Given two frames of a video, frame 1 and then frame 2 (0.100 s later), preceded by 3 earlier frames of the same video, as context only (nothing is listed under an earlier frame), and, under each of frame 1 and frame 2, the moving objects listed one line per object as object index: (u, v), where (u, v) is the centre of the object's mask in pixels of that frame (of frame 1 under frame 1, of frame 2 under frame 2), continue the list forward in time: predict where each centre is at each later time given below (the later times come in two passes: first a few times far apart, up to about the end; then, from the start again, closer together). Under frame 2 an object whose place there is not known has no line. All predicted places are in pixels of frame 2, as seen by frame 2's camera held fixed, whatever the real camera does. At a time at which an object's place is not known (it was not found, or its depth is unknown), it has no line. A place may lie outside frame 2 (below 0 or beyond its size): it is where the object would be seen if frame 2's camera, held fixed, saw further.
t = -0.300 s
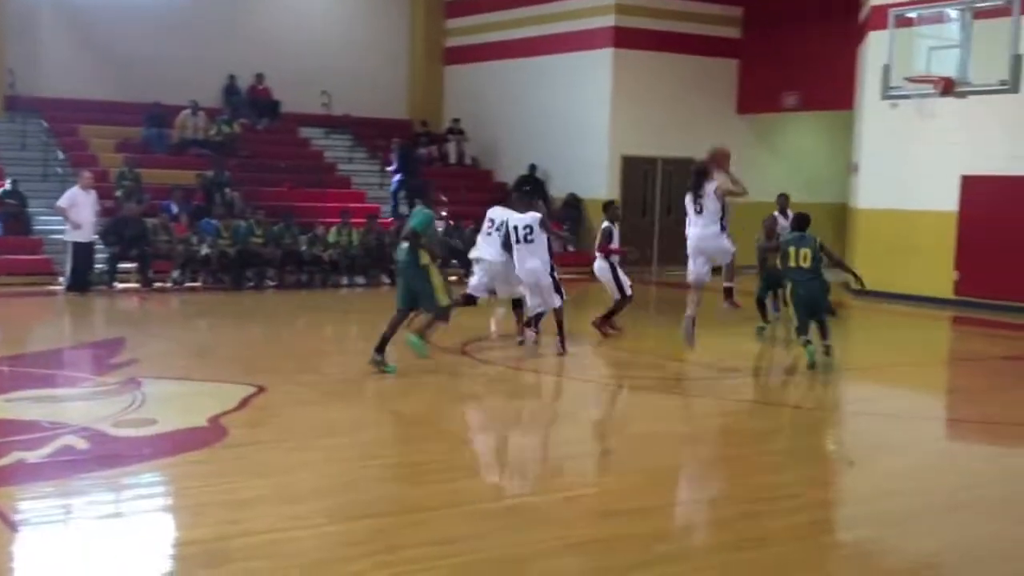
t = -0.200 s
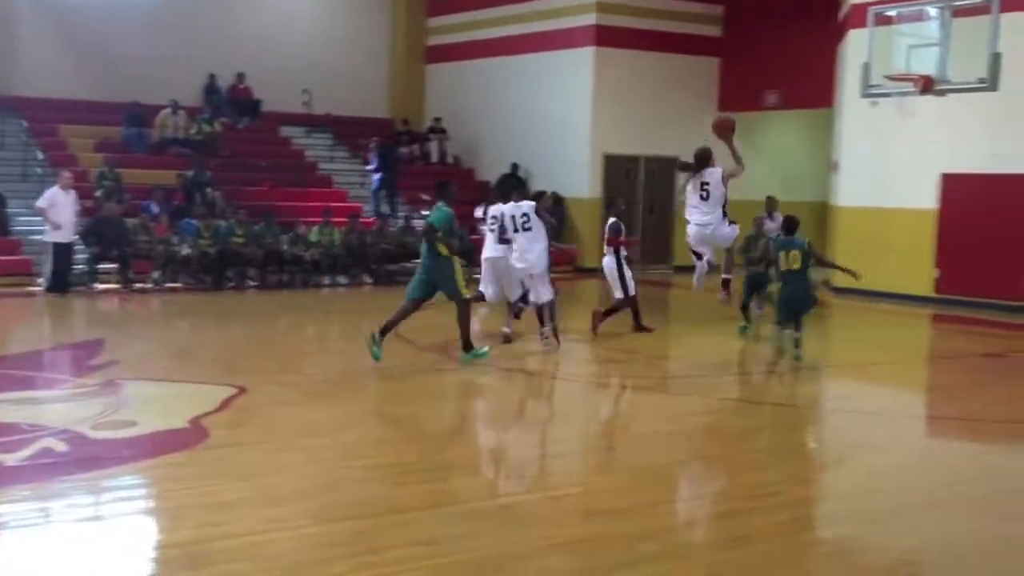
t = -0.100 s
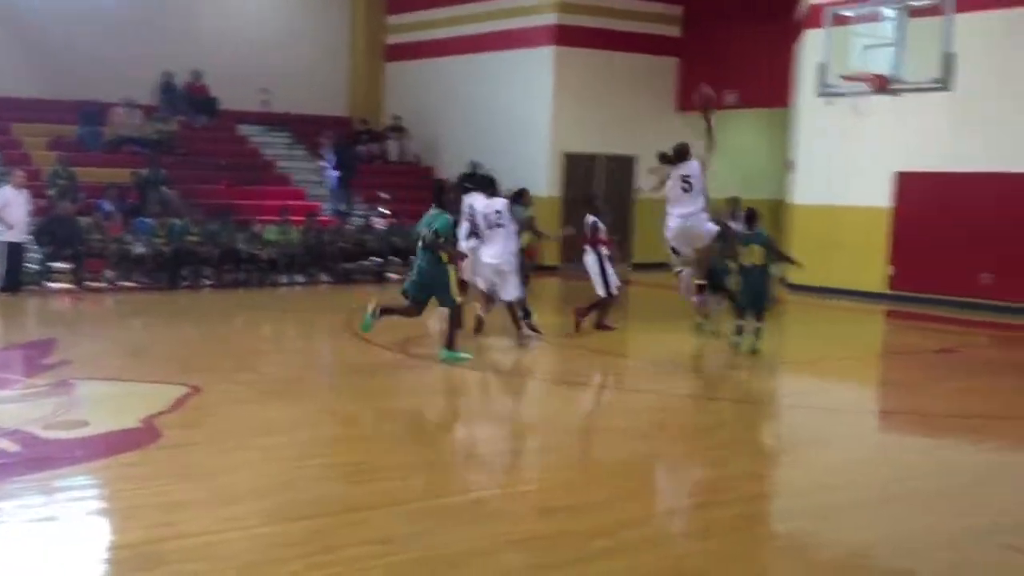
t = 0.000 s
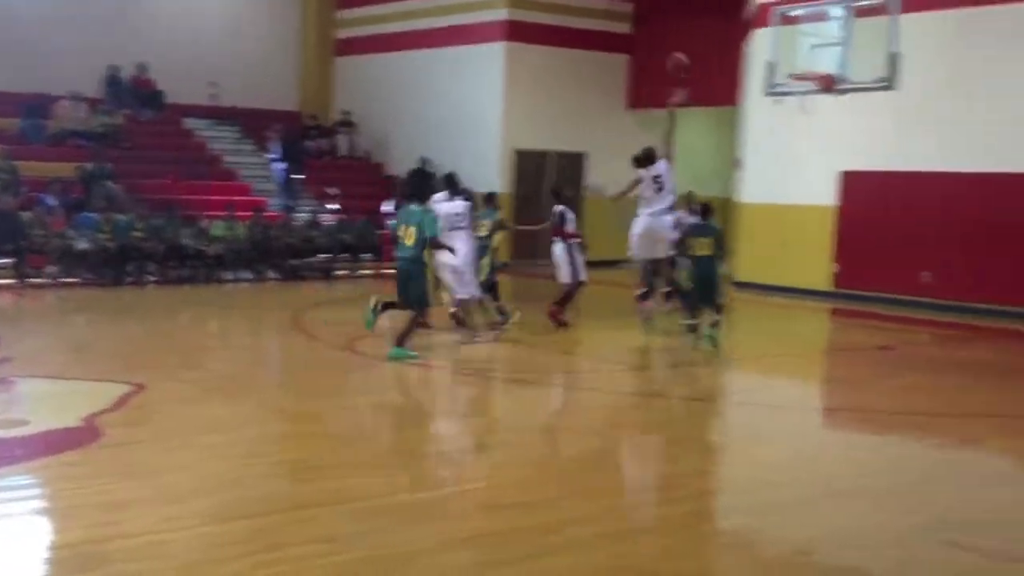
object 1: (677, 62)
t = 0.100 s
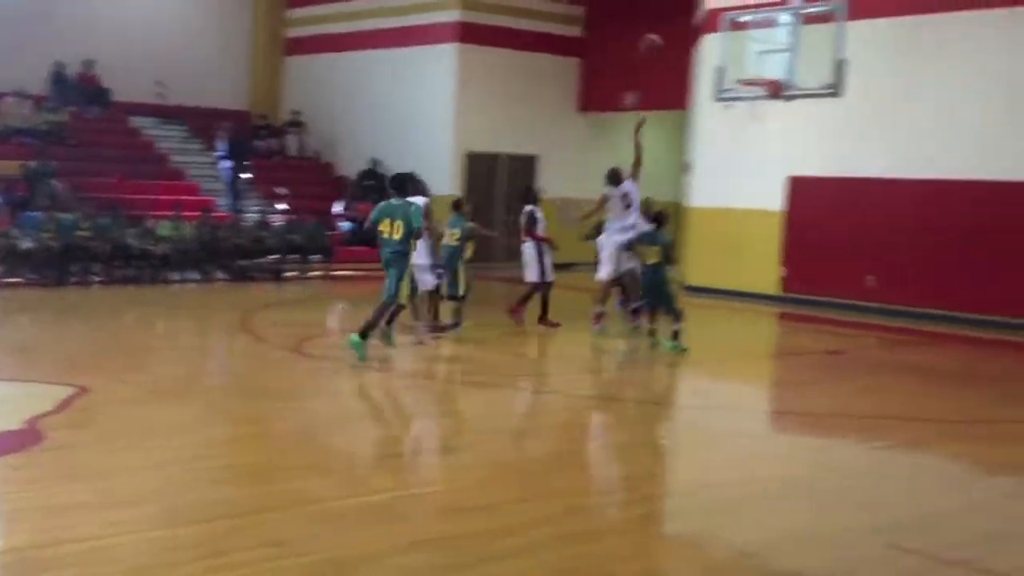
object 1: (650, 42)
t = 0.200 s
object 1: (670, 29)
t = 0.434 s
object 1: (713, 36)
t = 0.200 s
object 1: (670, 29)
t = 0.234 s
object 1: (678, 27)
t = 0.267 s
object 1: (687, 28)
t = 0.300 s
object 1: (691, 28)
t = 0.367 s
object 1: (703, 30)
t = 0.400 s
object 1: (707, 33)
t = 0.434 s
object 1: (713, 36)
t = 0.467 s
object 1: (719, 41)
